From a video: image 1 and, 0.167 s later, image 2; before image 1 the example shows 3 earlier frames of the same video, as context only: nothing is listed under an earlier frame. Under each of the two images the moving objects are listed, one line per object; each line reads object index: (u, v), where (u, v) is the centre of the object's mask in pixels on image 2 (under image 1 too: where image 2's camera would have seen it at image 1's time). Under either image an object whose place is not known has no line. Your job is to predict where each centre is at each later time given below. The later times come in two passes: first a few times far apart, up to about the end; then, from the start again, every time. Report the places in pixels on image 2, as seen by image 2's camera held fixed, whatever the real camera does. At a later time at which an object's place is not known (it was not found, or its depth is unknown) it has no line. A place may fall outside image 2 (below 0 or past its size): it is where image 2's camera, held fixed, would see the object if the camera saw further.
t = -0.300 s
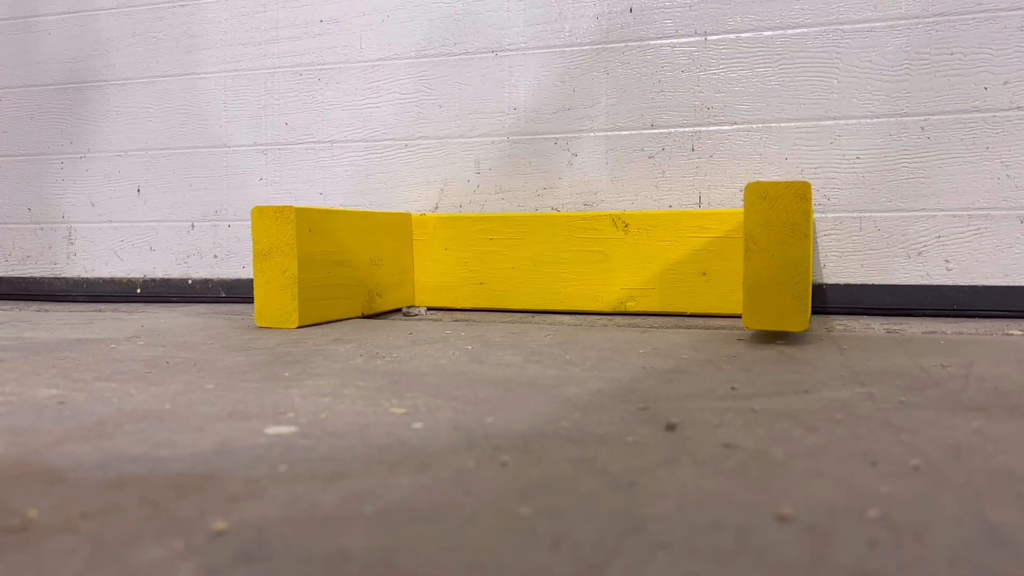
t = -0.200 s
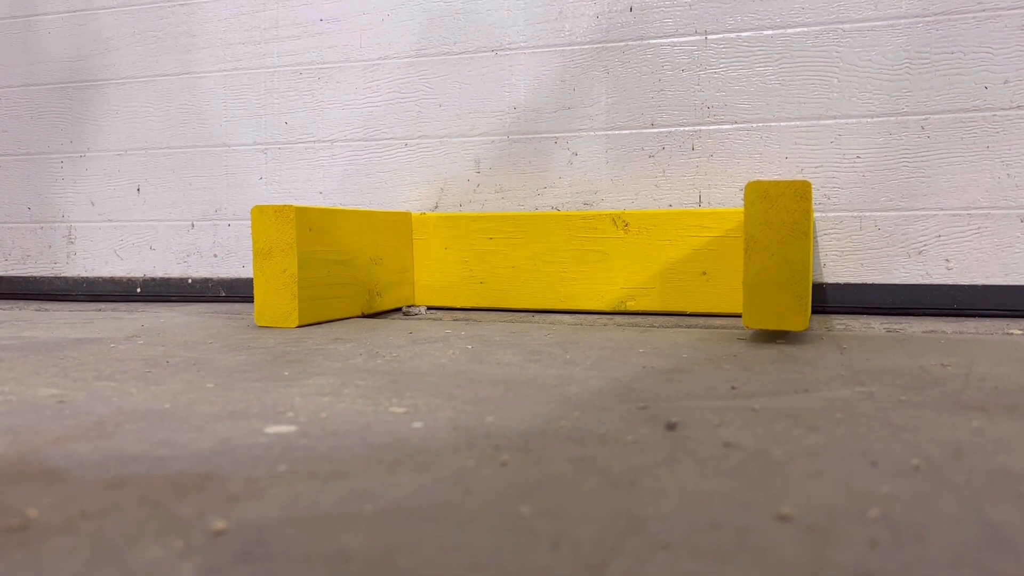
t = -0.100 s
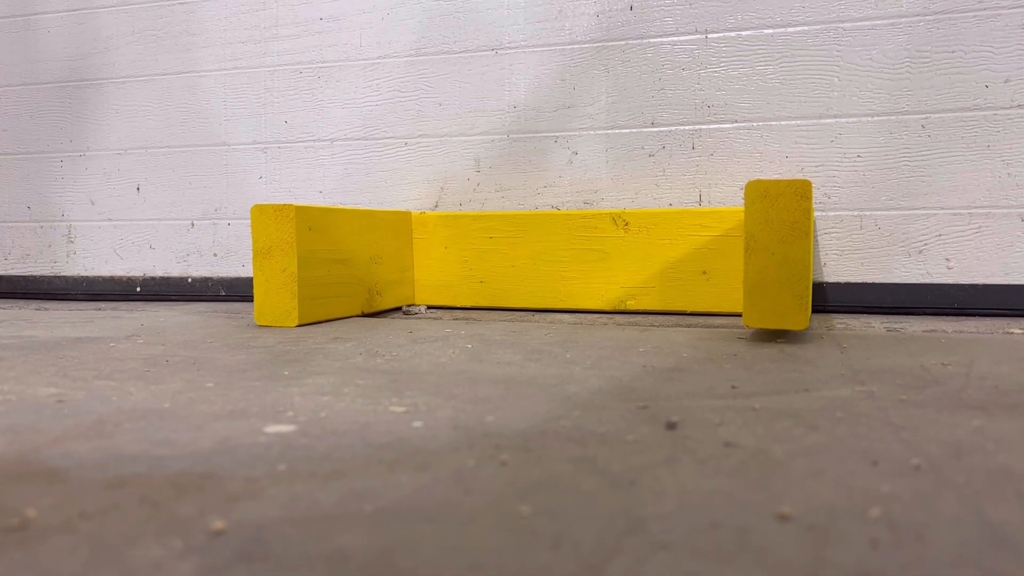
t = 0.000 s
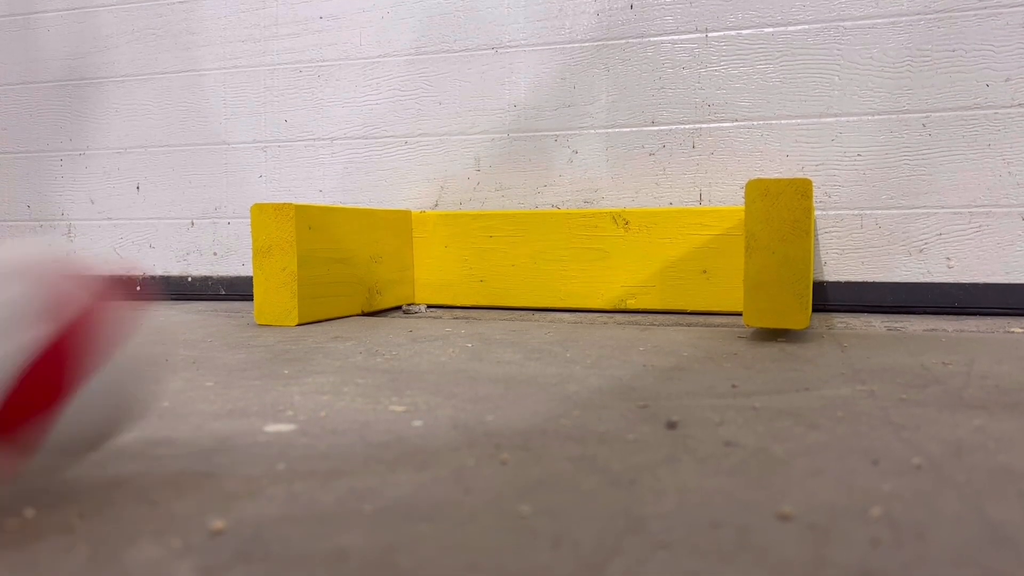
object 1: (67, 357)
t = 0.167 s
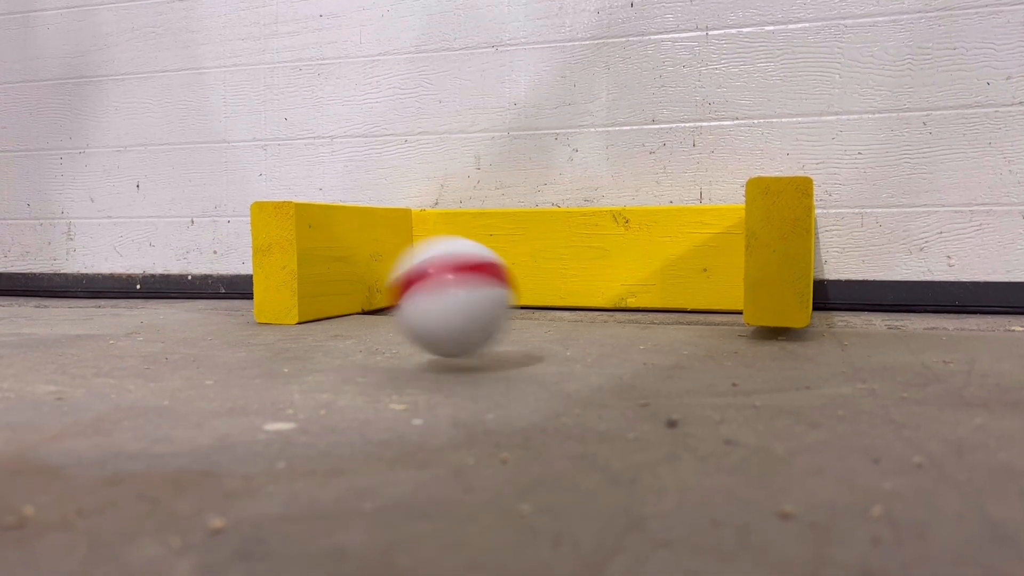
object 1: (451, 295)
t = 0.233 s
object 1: (524, 289)
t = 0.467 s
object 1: (638, 262)
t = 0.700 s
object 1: (645, 281)
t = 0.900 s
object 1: (661, 285)
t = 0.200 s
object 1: (494, 294)
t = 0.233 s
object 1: (524, 289)
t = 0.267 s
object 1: (551, 287)
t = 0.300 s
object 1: (574, 286)
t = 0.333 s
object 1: (595, 281)
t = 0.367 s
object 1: (613, 283)
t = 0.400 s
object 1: (629, 283)
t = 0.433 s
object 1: (638, 272)
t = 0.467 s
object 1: (638, 262)
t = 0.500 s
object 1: (638, 266)
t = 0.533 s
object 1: (638, 283)
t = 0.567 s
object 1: (638, 279)
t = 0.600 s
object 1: (639, 284)
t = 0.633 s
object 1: (640, 279)
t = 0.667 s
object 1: (642, 283)
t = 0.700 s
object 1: (645, 281)
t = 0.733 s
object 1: (647, 283)
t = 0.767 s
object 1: (650, 284)
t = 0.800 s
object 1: (652, 285)
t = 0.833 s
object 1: (655, 285)
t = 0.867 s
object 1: (657, 285)
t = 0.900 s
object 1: (661, 285)
